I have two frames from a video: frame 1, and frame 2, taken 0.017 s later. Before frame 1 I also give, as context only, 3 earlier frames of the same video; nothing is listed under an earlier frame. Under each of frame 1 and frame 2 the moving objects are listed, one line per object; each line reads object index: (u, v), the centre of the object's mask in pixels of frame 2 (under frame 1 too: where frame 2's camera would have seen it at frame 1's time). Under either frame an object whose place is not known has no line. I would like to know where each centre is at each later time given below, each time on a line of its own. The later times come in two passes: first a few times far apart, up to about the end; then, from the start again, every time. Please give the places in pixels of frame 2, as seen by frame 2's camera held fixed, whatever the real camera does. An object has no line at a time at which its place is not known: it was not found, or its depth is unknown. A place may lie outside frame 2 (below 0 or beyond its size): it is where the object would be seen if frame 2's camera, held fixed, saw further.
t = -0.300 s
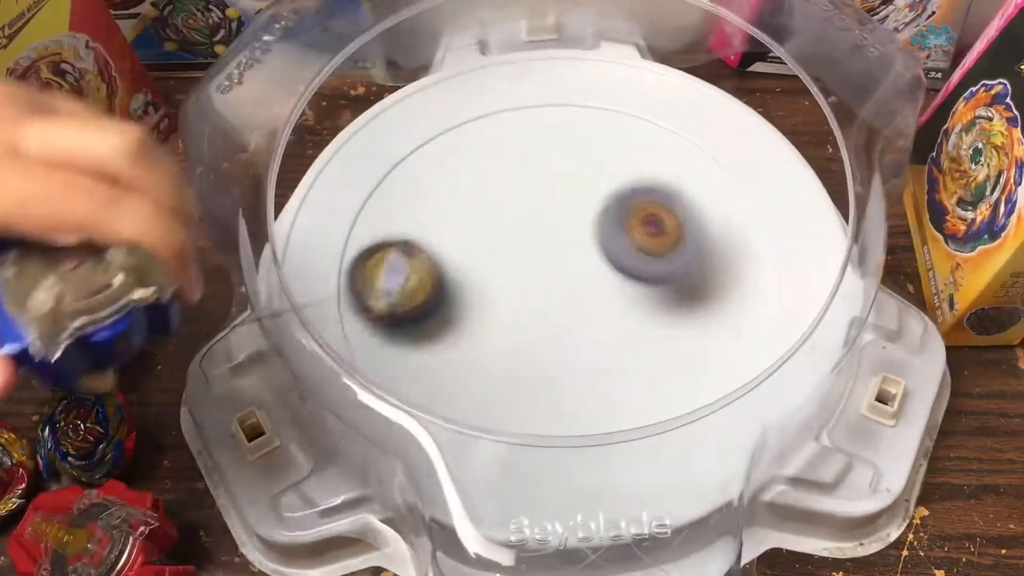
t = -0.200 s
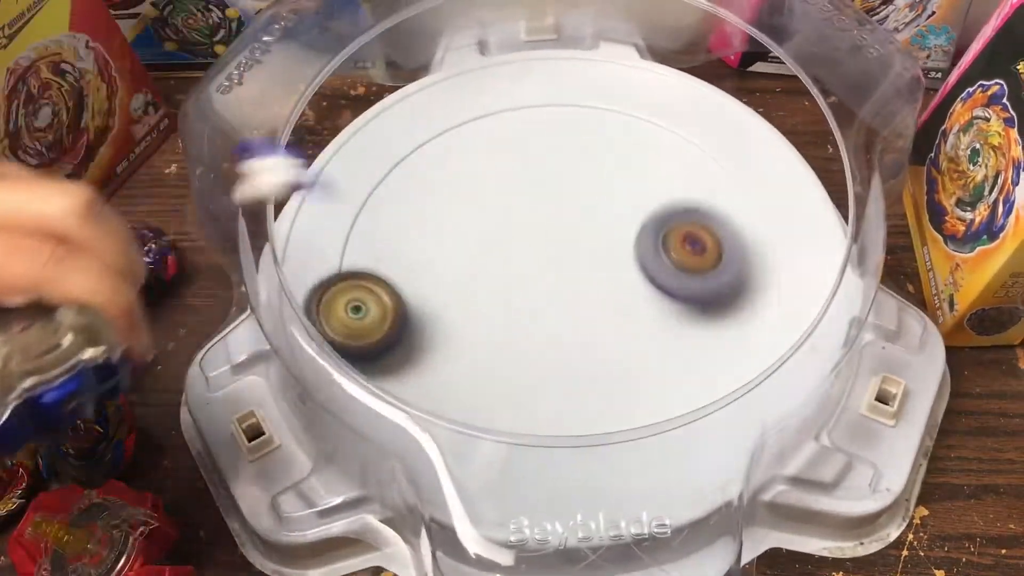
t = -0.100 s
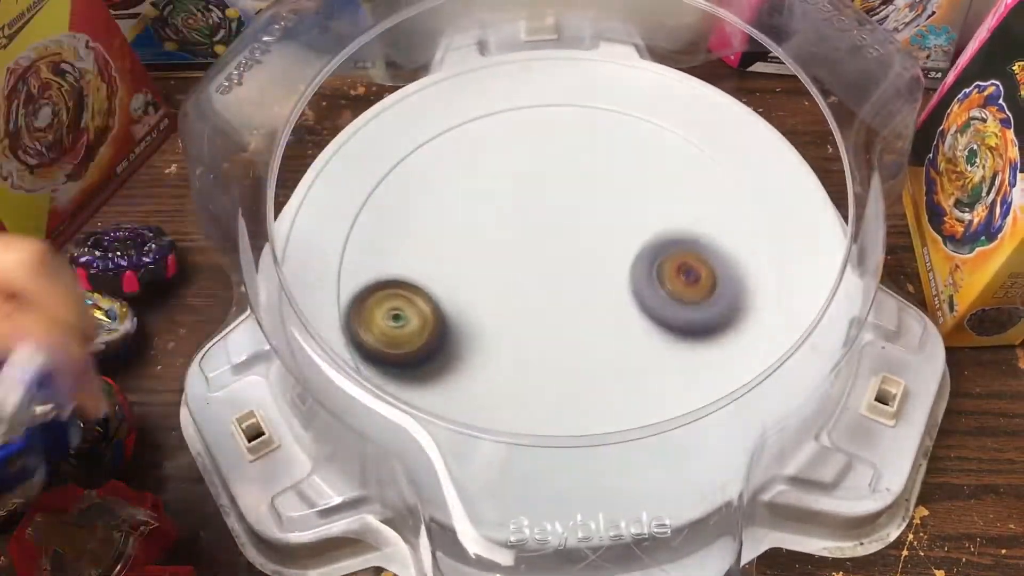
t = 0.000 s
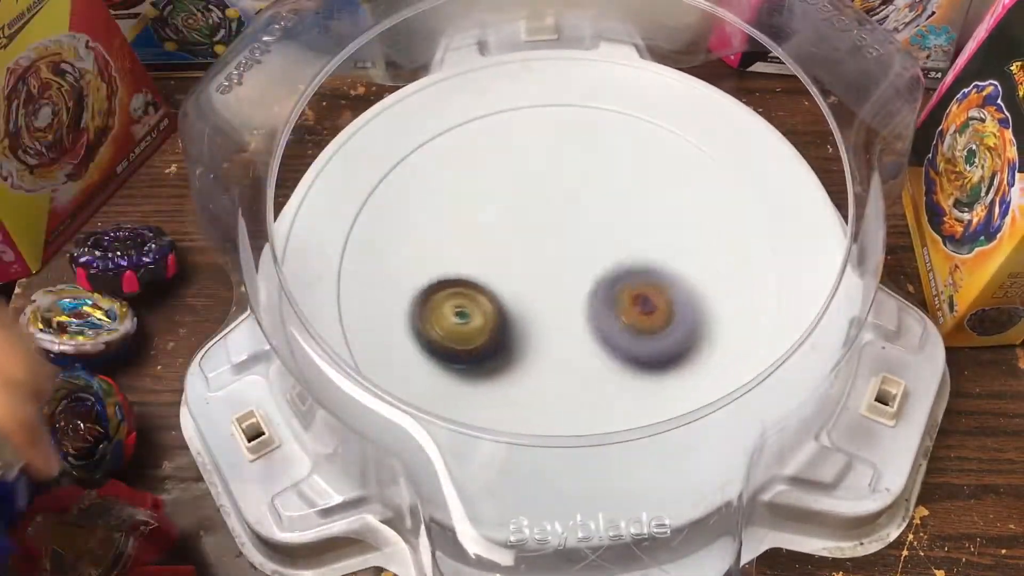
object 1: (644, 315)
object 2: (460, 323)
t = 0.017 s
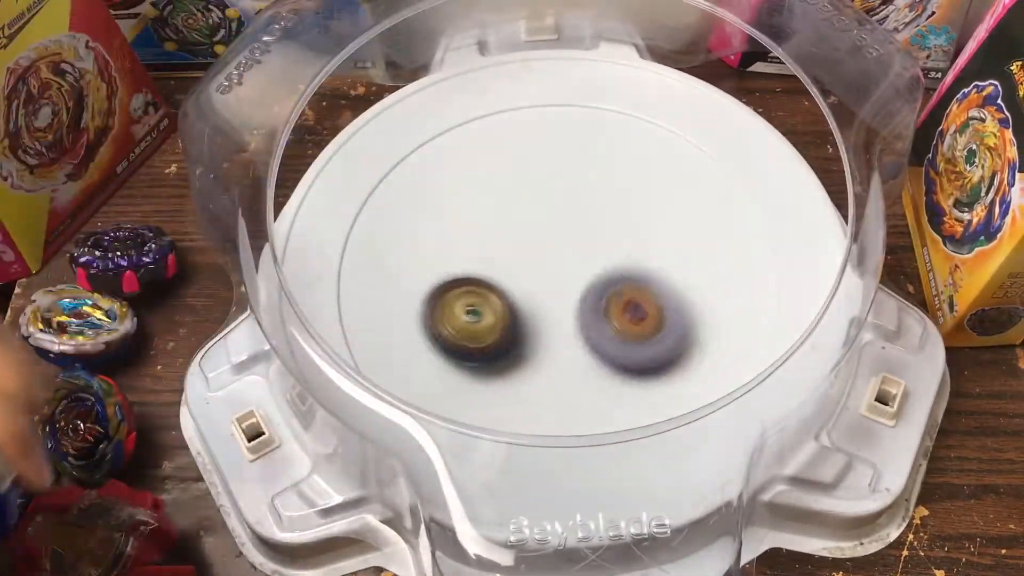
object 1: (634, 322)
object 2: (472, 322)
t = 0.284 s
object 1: (780, 325)
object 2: (315, 240)
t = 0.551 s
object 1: (580, 284)
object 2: (435, 219)
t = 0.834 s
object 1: (627, 350)
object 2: (541, 196)
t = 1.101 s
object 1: (507, 403)
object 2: (651, 284)
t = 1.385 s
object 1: (545, 196)
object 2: (625, 354)
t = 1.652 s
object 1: (764, 204)
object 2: (556, 301)
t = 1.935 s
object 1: (630, 392)
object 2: (554, 235)
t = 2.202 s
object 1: (458, 228)
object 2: (572, 210)
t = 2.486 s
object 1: (629, 101)
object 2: (557, 237)
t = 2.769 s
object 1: (699, 290)
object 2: (525, 263)
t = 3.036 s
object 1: (477, 349)
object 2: (483, 240)
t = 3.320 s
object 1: (360, 201)
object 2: (530, 174)
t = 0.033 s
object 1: (625, 328)
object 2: (484, 320)
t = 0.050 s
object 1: (616, 333)
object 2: (496, 318)
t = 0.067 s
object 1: (620, 338)
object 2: (496, 317)
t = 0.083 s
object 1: (645, 342)
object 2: (473, 314)
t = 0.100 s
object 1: (672, 347)
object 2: (449, 304)
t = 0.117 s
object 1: (696, 348)
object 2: (426, 295)
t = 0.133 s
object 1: (719, 348)
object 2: (404, 290)
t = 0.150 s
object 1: (740, 349)
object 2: (383, 288)
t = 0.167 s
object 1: (760, 351)
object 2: (366, 282)
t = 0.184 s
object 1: (771, 344)
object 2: (352, 273)
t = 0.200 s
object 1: (782, 339)
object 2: (341, 263)
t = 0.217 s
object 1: (790, 335)
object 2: (331, 255)
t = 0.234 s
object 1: (791, 333)
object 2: (323, 251)
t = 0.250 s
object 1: (788, 333)
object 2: (320, 248)
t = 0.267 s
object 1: (785, 332)
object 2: (317, 245)
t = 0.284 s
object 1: (780, 325)
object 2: (315, 240)
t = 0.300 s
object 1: (774, 322)
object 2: (314, 233)
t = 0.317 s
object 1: (766, 319)
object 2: (313, 227)
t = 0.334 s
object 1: (758, 319)
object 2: (314, 225)
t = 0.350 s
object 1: (751, 316)
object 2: (315, 224)
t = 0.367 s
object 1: (740, 313)
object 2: (317, 222)
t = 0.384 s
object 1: (729, 310)
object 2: (321, 218)
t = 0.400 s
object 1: (715, 311)
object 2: (323, 214)
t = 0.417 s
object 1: (703, 308)
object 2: (331, 212)
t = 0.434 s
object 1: (688, 303)
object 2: (340, 213)
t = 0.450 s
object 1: (672, 301)
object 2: (349, 212)
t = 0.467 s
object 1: (656, 300)
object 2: (362, 212)
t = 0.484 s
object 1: (641, 296)
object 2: (374, 212)
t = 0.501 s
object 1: (625, 293)
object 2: (389, 216)
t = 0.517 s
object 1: (610, 291)
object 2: (403, 218)
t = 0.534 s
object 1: (595, 288)
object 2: (419, 219)
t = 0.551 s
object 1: (580, 284)
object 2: (435, 219)
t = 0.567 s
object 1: (566, 281)
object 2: (451, 220)
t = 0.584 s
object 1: (552, 278)
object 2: (464, 221)
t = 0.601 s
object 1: (551, 279)
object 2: (469, 216)
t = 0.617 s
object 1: (554, 282)
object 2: (471, 211)
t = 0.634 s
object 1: (558, 287)
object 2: (473, 207)
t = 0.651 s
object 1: (562, 290)
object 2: (476, 202)
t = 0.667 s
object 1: (566, 294)
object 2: (480, 197)
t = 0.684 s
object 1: (572, 297)
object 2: (484, 194)
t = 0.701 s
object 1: (579, 302)
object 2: (488, 193)
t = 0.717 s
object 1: (587, 307)
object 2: (493, 192)
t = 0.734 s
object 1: (593, 312)
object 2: (498, 190)
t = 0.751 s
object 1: (600, 317)
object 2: (505, 190)
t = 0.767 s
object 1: (607, 323)
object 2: (511, 190)
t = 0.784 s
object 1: (614, 329)
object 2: (519, 191)
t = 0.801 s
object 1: (619, 336)
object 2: (526, 192)
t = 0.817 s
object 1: (624, 343)
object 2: (534, 194)
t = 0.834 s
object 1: (627, 350)
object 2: (541, 196)
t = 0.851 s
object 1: (630, 358)
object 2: (549, 199)
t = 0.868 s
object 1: (631, 366)
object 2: (557, 202)
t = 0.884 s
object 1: (632, 374)
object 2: (565, 206)
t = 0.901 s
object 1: (630, 380)
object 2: (573, 209)
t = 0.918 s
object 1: (626, 386)
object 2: (581, 214)
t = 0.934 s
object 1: (621, 394)
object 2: (589, 219)
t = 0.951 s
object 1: (615, 402)
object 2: (597, 224)
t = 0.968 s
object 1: (607, 407)
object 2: (605, 230)
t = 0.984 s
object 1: (598, 412)
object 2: (611, 235)
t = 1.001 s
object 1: (586, 416)
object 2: (618, 242)
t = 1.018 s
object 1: (575, 418)
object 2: (625, 248)
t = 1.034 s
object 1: (561, 419)
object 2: (631, 255)
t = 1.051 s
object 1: (549, 419)
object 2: (636, 262)
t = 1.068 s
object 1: (535, 416)
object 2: (642, 270)
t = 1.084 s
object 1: (522, 410)
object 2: (647, 277)
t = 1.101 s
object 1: (507, 403)
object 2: (651, 284)
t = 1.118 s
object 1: (498, 392)
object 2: (654, 290)
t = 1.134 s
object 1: (486, 384)
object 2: (656, 296)
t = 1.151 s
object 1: (476, 375)
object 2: (658, 303)
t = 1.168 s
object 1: (470, 361)
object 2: (660, 309)
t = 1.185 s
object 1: (466, 348)
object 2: (660, 315)
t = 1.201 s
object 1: (464, 334)
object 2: (660, 321)
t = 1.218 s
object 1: (464, 320)
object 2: (659, 327)
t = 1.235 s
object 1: (465, 305)
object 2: (658, 331)
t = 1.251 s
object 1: (468, 289)
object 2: (657, 337)
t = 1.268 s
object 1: (475, 276)
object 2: (654, 341)
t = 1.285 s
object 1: (480, 262)
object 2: (651, 345)
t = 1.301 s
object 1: (490, 249)
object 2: (648, 348)
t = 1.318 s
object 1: (499, 237)
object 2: (644, 350)
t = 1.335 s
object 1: (509, 225)
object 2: (639, 352)
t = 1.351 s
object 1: (520, 214)
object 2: (635, 354)
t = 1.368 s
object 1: (532, 203)
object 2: (629, 354)
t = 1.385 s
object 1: (545, 196)
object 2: (625, 354)
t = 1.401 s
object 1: (558, 188)
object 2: (619, 354)
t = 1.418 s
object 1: (572, 181)
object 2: (614, 353)
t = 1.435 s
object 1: (587, 176)
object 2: (609, 351)
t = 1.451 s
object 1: (601, 172)
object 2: (603, 350)
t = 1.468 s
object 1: (616, 168)
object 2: (598, 347)
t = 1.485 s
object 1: (632, 166)
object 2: (593, 344)
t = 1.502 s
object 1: (647, 165)
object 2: (588, 340)
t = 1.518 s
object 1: (661, 166)
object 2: (584, 337)
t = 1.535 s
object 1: (676, 168)
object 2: (580, 333)
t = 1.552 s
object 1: (690, 170)
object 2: (576, 329)
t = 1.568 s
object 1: (704, 174)
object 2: (571, 324)
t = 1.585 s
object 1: (717, 179)
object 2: (568, 320)
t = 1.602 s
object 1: (730, 184)
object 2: (564, 315)
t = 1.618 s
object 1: (742, 189)
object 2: (561, 311)
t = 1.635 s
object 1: (753, 195)
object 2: (558, 306)
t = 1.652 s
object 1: (764, 204)
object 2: (556, 301)
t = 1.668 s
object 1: (767, 217)
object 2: (554, 297)
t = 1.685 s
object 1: (767, 231)
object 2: (552, 291)
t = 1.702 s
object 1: (767, 246)
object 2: (550, 287)
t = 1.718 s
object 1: (766, 260)
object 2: (549, 283)
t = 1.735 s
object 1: (765, 274)
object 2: (548, 278)
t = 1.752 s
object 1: (763, 287)
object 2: (547, 274)
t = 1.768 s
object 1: (760, 301)
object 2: (547, 270)
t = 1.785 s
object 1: (754, 314)
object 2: (547, 265)
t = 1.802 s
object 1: (748, 328)
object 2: (547, 262)
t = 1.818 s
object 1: (739, 340)
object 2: (547, 258)
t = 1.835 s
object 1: (730, 355)
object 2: (548, 255)
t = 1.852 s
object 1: (718, 364)
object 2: (549, 251)
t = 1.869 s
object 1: (705, 374)
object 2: (550, 248)
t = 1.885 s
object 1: (689, 381)
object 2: (551, 244)
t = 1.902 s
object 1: (669, 387)
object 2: (552, 241)
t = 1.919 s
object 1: (651, 390)
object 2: (553, 238)
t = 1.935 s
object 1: (630, 392)
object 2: (554, 235)
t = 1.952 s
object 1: (610, 393)
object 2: (556, 232)
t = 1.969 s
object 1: (588, 389)
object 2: (557, 230)
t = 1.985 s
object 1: (572, 386)
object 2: (559, 227)
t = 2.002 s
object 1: (554, 379)
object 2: (560, 225)
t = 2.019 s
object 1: (537, 371)
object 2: (562, 223)
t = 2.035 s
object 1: (521, 361)
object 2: (563, 220)
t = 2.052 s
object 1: (508, 351)
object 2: (564, 218)
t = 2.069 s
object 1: (496, 340)
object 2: (566, 216)
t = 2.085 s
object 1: (485, 327)
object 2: (567, 215)
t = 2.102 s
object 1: (477, 314)
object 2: (568, 214)
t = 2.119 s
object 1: (470, 300)
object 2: (569, 212)
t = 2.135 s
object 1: (464, 285)
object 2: (570, 211)
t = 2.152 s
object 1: (460, 271)
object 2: (571, 211)
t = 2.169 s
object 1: (458, 256)
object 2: (572, 210)
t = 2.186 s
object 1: (457, 242)
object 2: (572, 210)
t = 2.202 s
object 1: (458, 228)
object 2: (572, 210)
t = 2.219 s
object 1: (460, 214)
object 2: (573, 211)
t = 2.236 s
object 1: (464, 201)
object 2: (573, 211)
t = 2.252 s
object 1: (469, 188)
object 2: (573, 212)
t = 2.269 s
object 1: (475, 176)
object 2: (573, 213)
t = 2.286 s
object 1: (482, 164)
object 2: (572, 214)
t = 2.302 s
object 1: (491, 154)
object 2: (572, 216)
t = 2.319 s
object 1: (500, 143)
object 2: (571, 217)
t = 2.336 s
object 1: (510, 134)
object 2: (570, 219)
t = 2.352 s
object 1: (521, 125)
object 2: (570, 221)
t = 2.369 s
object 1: (534, 117)
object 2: (568, 223)
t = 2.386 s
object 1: (546, 110)
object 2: (567, 225)
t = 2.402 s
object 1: (560, 103)
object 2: (565, 227)
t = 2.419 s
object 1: (573, 99)
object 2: (564, 229)
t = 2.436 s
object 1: (587, 96)
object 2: (562, 231)
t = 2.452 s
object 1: (601, 94)
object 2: (561, 233)
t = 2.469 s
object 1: (616, 94)
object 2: (559, 235)
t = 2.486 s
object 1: (629, 101)
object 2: (557, 237)
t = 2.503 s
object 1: (642, 109)
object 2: (555, 239)
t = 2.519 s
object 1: (654, 116)
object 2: (554, 241)
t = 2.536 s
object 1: (665, 125)
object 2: (552, 243)
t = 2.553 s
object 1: (677, 133)
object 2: (550, 245)
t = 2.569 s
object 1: (688, 141)
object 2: (548, 246)
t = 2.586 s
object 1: (699, 151)
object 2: (546, 248)
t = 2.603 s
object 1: (707, 160)
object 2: (544, 250)
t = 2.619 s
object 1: (714, 171)
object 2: (542, 252)
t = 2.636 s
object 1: (719, 182)
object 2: (540, 253)
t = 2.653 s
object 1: (723, 194)
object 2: (538, 255)
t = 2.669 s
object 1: (725, 206)
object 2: (536, 256)
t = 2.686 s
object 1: (726, 220)
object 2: (534, 257)
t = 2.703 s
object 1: (724, 235)
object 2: (533, 259)
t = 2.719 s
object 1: (721, 250)
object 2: (531, 260)
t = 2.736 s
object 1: (716, 263)
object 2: (528, 261)
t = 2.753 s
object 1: (708, 277)
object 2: (527, 262)
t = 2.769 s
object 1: (699, 290)
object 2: (525, 263)
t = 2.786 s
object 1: (689, 301)
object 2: (523, 264)
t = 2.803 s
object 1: (677, 311)
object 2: (522, 265)
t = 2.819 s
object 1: (664, 321)
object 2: (520, 266)
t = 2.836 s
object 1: (650, 328)
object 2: (518, 266)
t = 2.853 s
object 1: (636, 335)
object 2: (517, 267)
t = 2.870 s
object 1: (620, 341)
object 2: (516, 268)
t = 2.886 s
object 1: (604, 346)
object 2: (514, 268)
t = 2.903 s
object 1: (587, 348)
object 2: (513, 269)
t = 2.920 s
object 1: (570, 349)
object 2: (511, 268)
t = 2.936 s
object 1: (556, 351)
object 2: (508, 266)
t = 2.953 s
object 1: (542, 352)
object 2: (503, 264)
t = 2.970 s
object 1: (528, 352)
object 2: (500, 261)
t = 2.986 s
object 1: (514, 350)
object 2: (496, 258)
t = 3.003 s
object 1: (501, 349)
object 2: (493, 254)
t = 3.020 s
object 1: (489, 350)
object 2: (488, 247)
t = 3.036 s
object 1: (477, 349)
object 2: (483, 240)
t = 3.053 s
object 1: (465, 346)
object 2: (480, 234)
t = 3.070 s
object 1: (454, 342)
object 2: (476, 226)
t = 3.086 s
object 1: (442, 336)
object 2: (473, 220)
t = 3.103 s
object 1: (433, 329)
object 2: (472, 216)
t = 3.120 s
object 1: (423, 320)
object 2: (470, 211)
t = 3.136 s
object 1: (413, 311)
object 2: (469, 208)
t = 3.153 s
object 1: (405, 302)
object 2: (468, 204)
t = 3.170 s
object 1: (396, 291)
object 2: (468, 201)
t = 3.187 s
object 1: (390, 280)
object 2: (468, 198)
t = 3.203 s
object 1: (385, 269)
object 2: (468, 197)
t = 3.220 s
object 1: (381, 257)
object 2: (468, 196)
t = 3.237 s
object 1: (379, 243)
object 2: (469, 196)
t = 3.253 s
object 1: (378, 233)
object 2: (471, 196)
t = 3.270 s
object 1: (372, 224)
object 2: (480, 193)
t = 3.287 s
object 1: (362, 217)
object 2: (494, 188)
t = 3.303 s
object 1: (355, 210)
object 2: (506, 182)
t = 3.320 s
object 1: (360, 201)
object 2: (530, 174)
